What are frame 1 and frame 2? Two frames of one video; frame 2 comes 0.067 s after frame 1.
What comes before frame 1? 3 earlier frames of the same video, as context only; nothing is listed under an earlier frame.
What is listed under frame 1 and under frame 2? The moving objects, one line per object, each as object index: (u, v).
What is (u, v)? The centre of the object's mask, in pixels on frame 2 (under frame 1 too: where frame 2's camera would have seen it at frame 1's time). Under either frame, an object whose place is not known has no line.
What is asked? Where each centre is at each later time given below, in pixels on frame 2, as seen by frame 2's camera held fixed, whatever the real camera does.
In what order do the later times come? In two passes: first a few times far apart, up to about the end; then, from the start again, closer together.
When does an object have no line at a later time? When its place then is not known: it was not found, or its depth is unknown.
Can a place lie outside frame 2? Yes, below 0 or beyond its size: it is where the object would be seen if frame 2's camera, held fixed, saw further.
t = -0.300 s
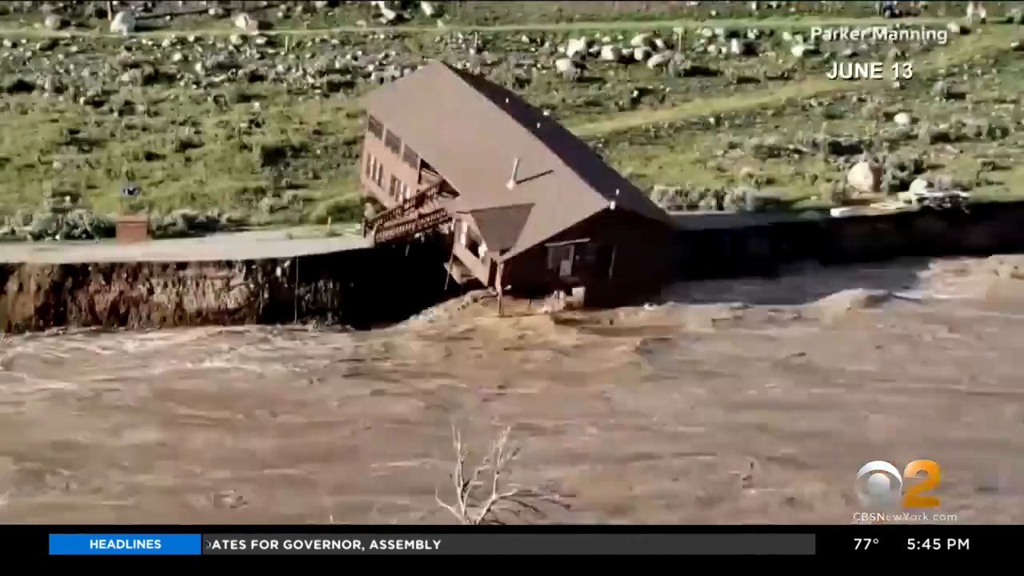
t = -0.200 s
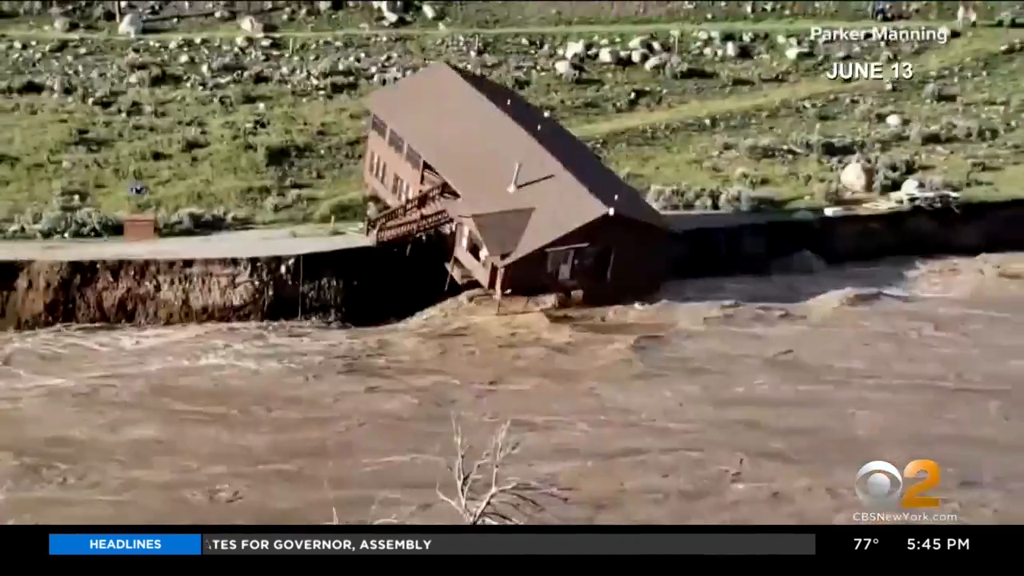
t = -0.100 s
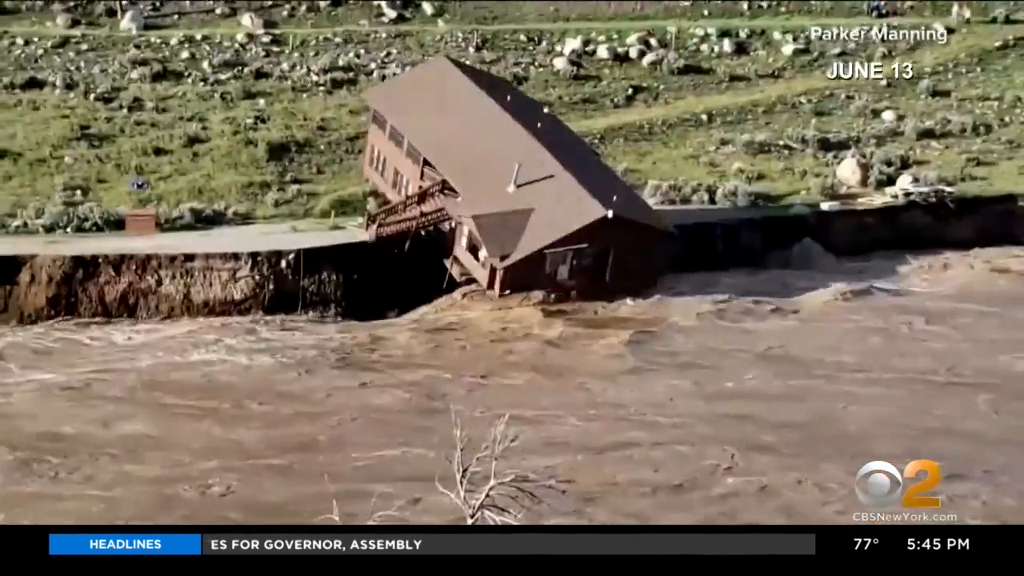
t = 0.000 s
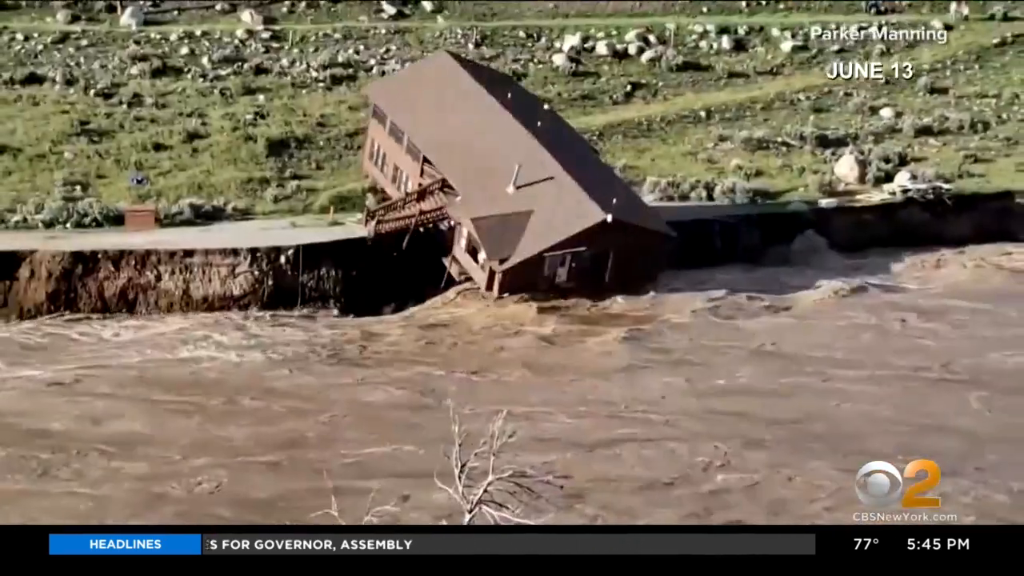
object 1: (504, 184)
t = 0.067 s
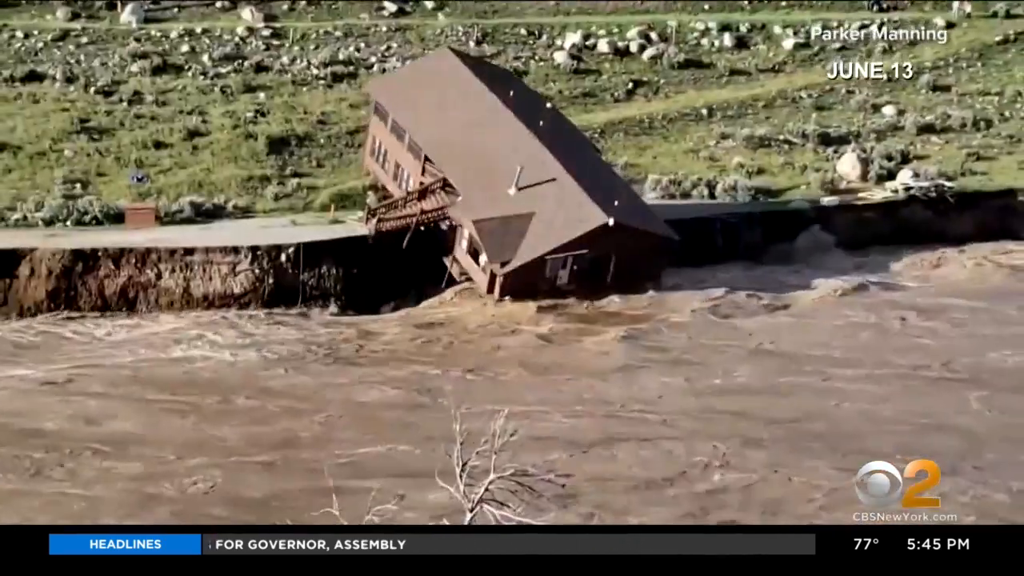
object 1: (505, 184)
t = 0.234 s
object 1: (503, 184)
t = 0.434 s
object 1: (502, 185)
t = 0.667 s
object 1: (501, 187)
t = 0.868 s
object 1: (496, 192)
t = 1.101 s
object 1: (494, 198)
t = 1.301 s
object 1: (492, 203)
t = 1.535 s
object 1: (489, 210)
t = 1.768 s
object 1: (493, 211)
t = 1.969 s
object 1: (492, 214)
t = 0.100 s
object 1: (505, 184)
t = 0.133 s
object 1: (504, 183)
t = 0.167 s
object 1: (504, 183)
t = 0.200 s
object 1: (503, 184)
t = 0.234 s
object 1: (503, 184)
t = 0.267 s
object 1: (503, 184)
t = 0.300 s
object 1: (503, 184)
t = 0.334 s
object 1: (502, 184)
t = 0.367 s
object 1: (502, 185)
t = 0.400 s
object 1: (502, 184)
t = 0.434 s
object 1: (502, 185)
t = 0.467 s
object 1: (502, 185)
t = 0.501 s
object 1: (501, 184)
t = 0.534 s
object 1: (501, 184)
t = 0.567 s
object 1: (502, 186)
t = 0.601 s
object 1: (501, 185)
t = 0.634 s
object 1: (501, 187)
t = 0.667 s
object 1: (501, 187)
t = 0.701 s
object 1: (501, 189)
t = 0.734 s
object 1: (500, 189)
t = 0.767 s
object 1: (498, 190)
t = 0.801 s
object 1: (498, 190)
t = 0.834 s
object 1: (497, 190)
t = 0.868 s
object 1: (496, 192)
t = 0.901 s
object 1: (496, 193)
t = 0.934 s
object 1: (495, 193)
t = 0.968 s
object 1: (495, 194)
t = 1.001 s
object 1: (495, 195)
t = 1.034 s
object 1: (494, 196)
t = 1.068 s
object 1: (495, 197)
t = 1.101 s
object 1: (494, 198)
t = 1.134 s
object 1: (493, 199)
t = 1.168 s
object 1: (493, 200)
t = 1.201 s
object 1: (493, 201)
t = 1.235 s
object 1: (493, 201)
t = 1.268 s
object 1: (492, 202)
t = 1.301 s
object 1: (492, 203)
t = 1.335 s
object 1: (492, 204)
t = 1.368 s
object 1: (492, 204)
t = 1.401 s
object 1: (492, 205)
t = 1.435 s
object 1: (492, 206)
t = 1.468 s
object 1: (492, 206)
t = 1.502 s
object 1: (492, 206)
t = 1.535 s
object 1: (489, 210)
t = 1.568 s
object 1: (492, 208)
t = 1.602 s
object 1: (490, 210)
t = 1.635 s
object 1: (493, 209)
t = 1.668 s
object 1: (493, 210)
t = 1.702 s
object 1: (493, 210)
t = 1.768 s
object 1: (493, 211)
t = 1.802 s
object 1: (492, 211)
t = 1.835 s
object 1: (492, 212)
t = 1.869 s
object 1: (492, 212)
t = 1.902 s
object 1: (492, 212)
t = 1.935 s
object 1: (492, 212)
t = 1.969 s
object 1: (492, 214)
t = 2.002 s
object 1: (491, 214)
